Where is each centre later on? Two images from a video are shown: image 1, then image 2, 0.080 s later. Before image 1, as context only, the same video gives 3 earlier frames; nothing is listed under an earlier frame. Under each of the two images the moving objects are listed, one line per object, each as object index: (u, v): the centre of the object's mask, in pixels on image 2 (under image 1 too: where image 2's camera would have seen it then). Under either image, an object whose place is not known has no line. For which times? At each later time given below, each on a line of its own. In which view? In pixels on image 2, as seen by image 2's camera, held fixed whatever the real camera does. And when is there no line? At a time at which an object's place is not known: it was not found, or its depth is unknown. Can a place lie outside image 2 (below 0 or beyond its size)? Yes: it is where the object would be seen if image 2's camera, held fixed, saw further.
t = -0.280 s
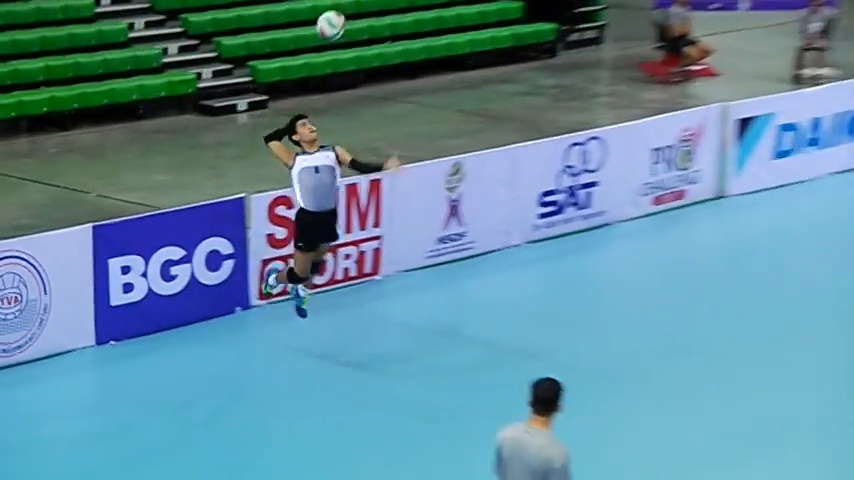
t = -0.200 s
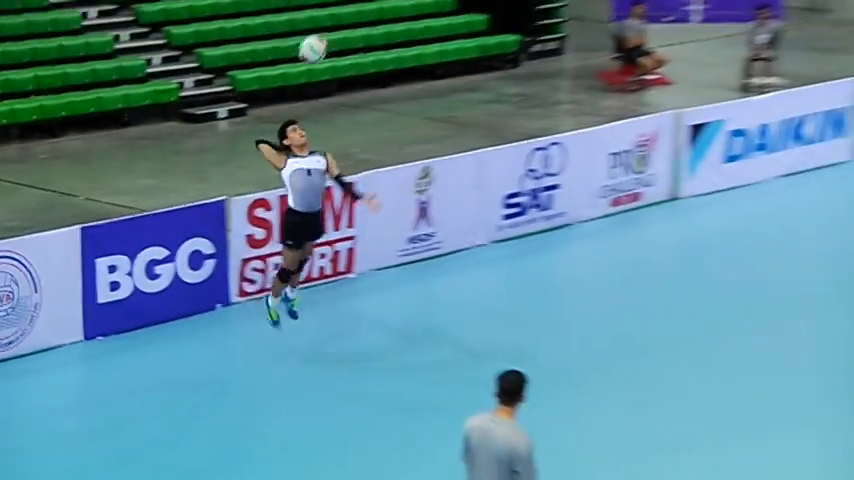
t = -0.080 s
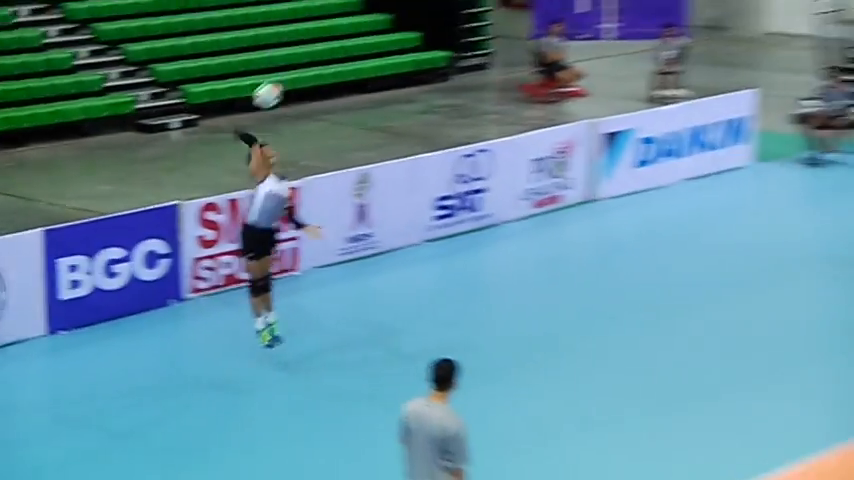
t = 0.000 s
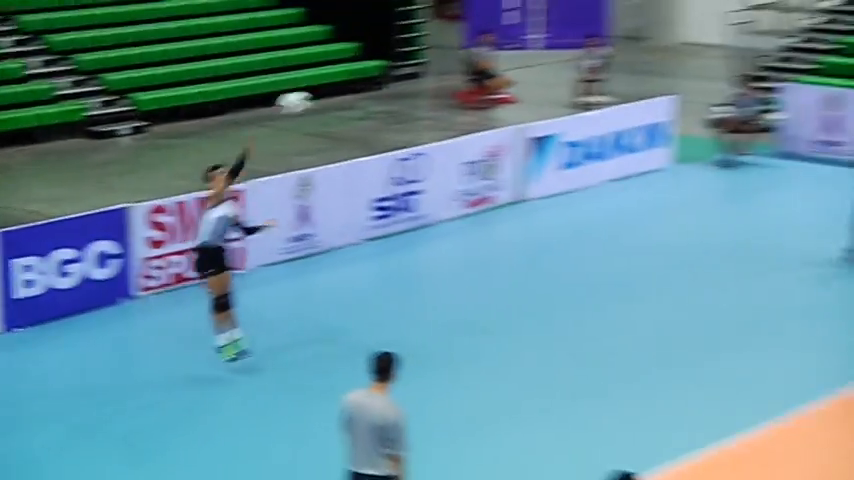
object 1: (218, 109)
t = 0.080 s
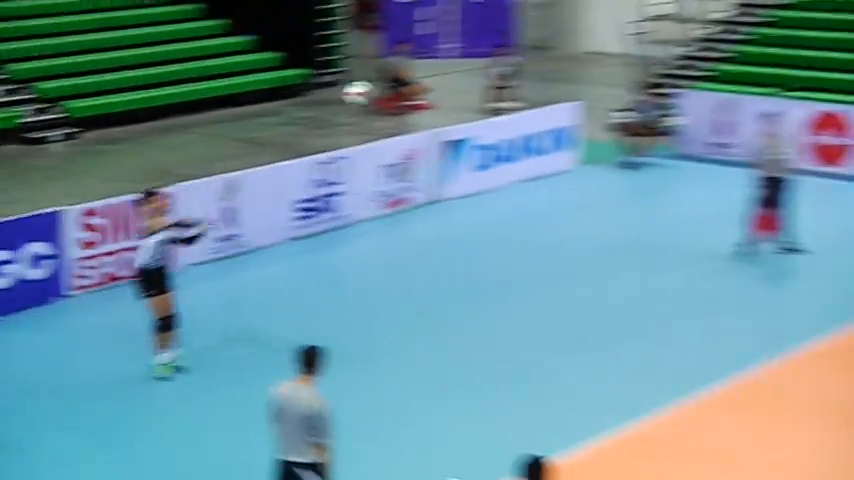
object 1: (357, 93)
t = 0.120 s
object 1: (428, 84)
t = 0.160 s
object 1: (500, 79)
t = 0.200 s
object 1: (575, 73)
